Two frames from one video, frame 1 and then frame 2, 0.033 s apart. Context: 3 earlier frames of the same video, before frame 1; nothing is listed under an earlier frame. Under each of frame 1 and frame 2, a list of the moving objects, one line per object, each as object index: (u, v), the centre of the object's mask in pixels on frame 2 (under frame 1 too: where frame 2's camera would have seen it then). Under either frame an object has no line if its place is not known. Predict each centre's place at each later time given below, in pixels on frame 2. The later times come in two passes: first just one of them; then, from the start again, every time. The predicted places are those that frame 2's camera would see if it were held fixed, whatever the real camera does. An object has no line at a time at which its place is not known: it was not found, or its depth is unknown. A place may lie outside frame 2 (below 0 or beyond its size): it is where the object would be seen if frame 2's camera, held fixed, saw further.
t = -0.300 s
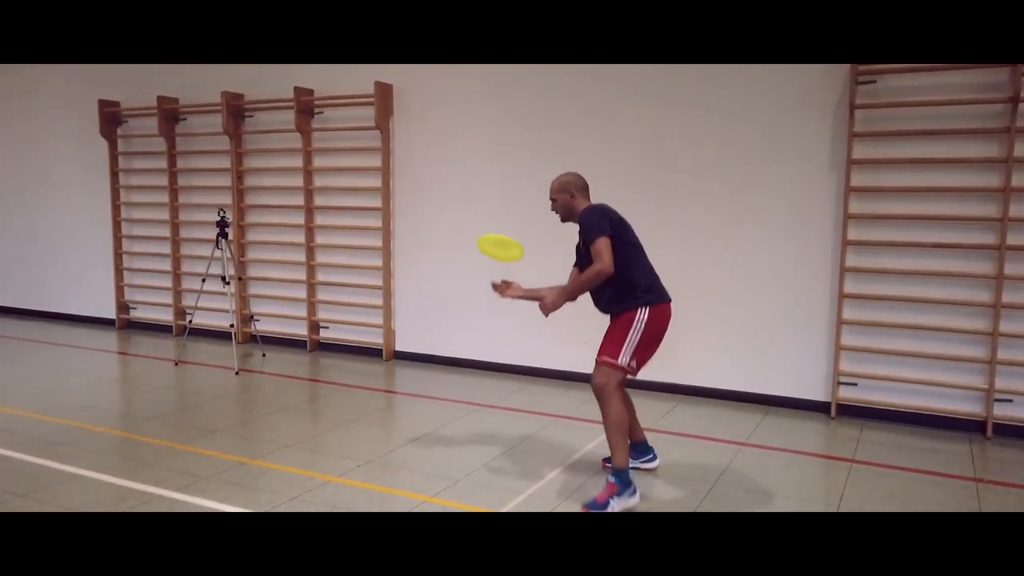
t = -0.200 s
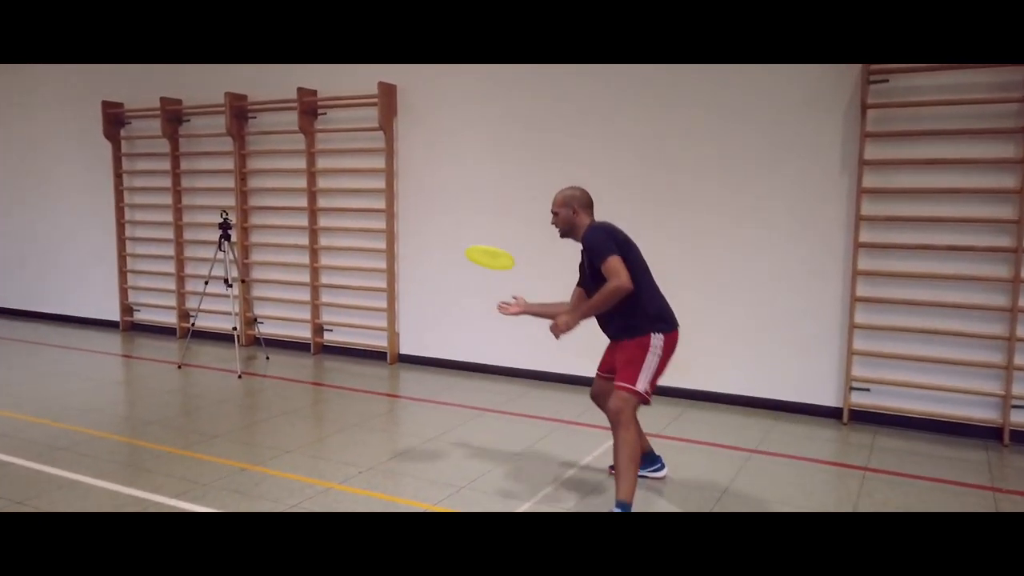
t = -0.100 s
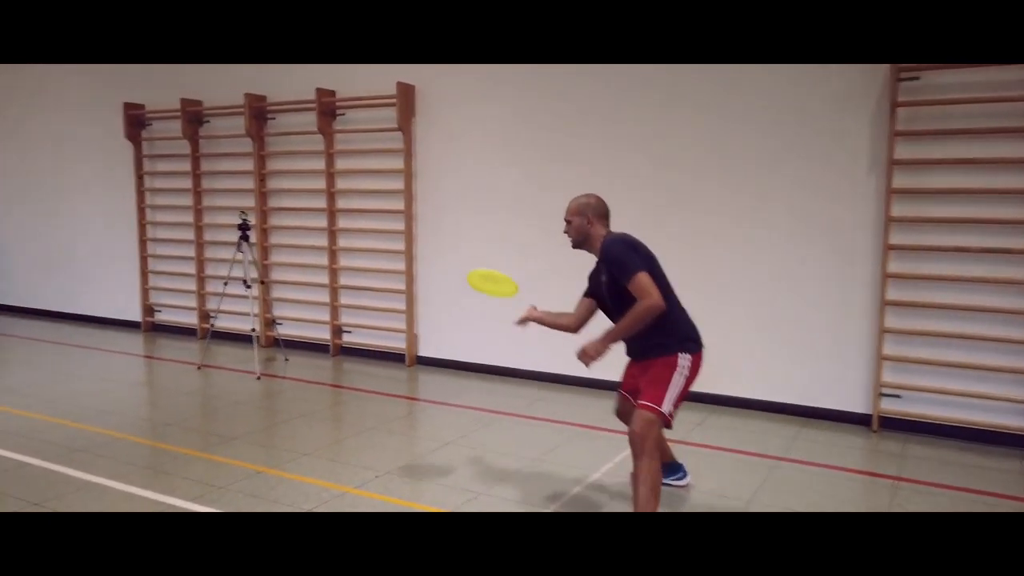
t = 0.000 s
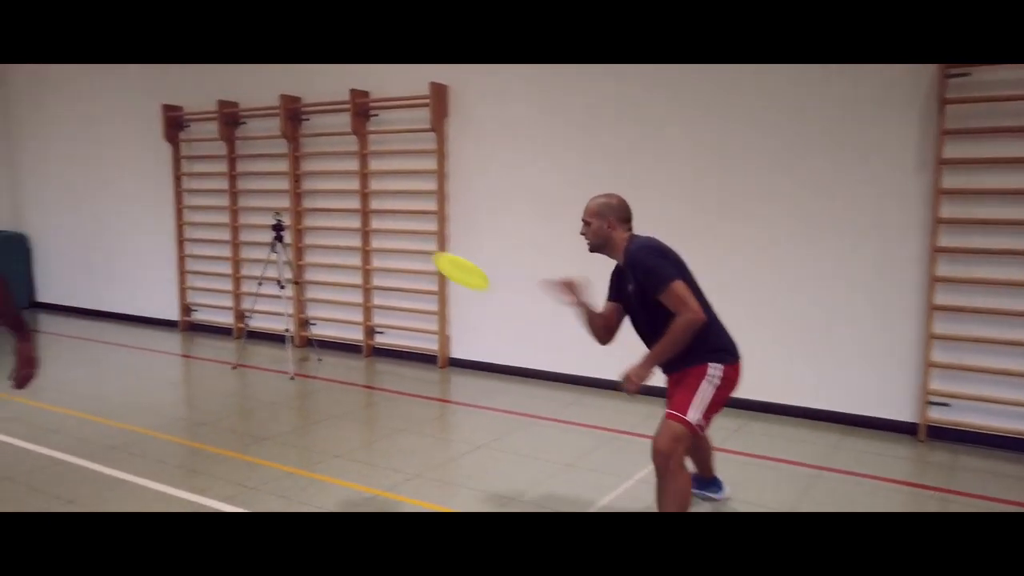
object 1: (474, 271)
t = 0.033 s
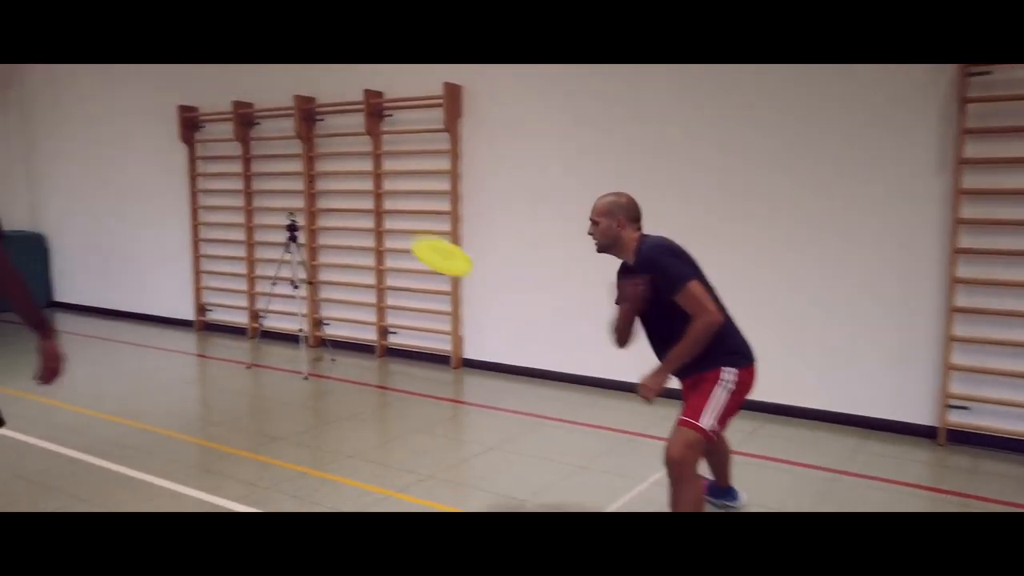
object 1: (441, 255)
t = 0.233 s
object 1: (176, 129)
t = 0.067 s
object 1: (405, 238)
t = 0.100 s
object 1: (367, 220)
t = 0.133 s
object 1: (325, 200)
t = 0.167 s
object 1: (279, 179)
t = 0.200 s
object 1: (229, 154)
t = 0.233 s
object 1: (176, 129)
